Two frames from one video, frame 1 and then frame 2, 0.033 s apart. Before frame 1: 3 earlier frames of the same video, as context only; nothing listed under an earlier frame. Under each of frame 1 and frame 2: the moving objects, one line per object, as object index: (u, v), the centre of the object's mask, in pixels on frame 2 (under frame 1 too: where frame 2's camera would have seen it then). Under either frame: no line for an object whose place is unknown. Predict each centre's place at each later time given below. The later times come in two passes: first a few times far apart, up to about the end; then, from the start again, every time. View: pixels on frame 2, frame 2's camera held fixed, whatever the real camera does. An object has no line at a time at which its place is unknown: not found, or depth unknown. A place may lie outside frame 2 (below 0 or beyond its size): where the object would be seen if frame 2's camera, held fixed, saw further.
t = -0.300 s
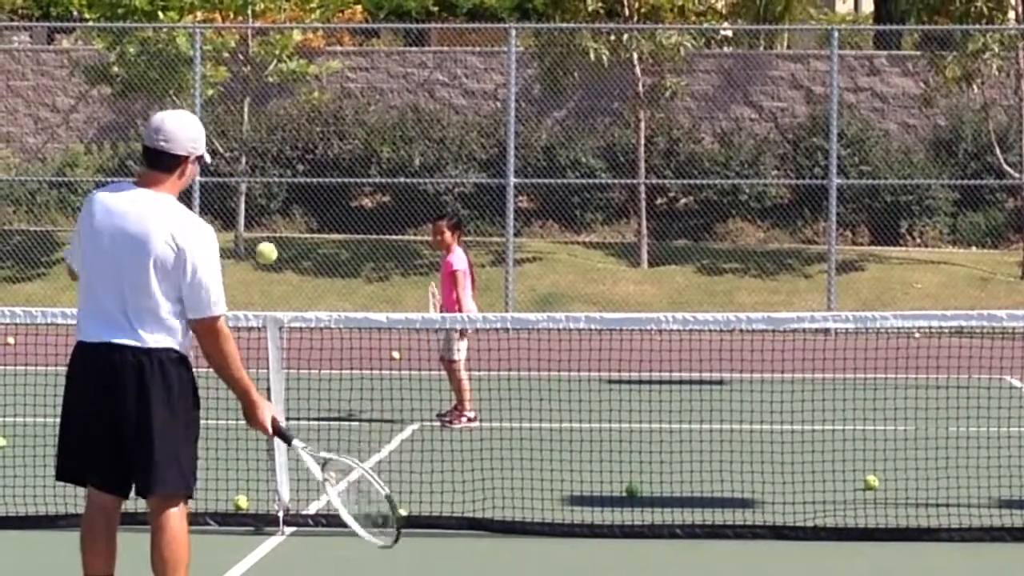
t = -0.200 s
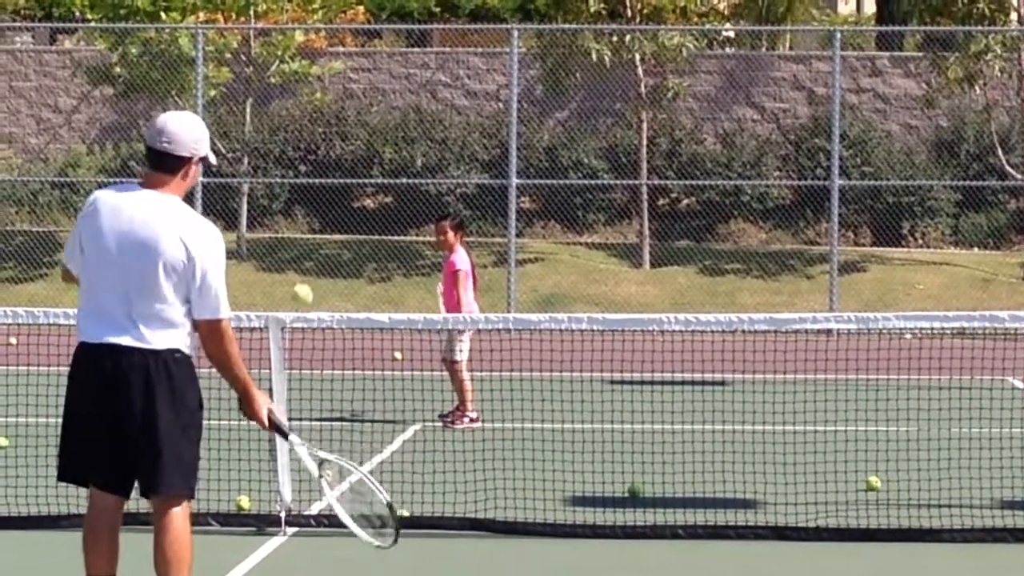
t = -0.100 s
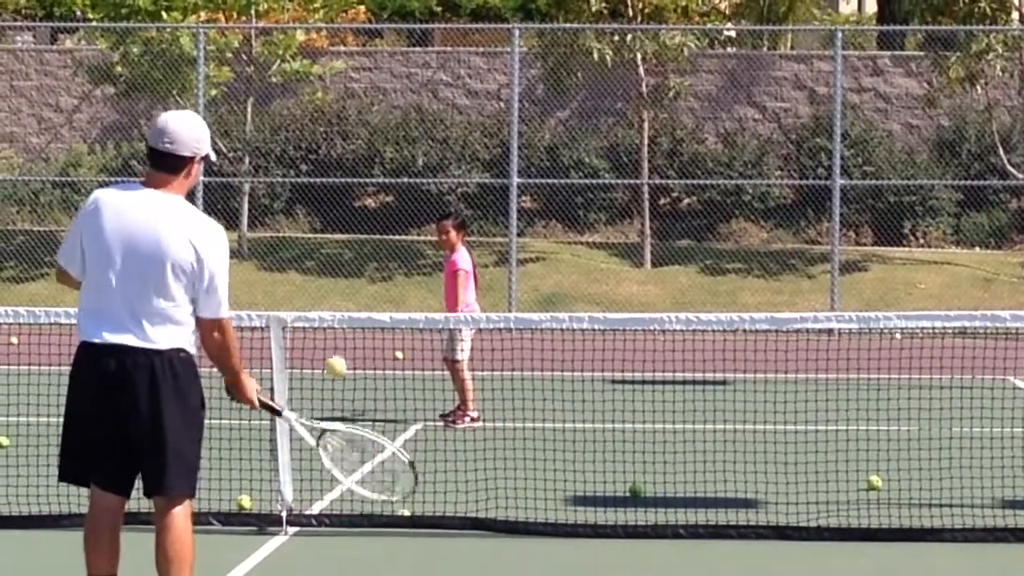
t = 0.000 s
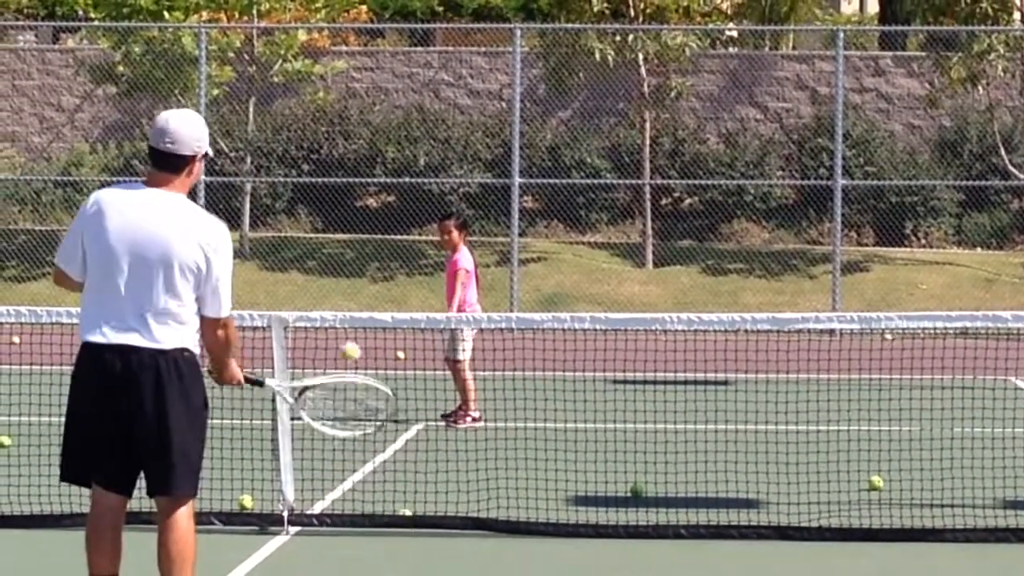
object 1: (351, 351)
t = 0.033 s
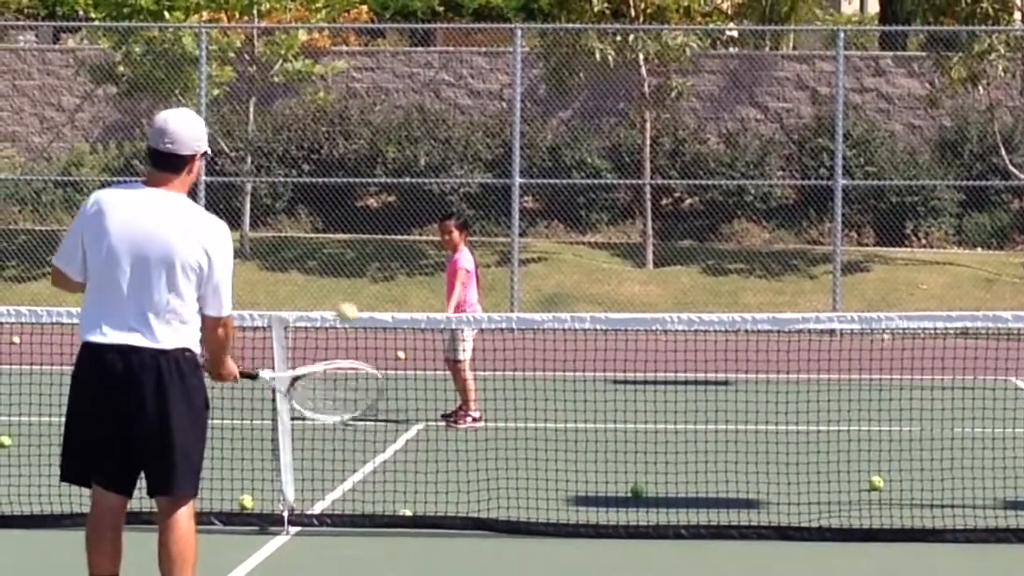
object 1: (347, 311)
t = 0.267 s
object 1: (327, 153)
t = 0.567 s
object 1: (310, 173)
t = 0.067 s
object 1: (345, 275)
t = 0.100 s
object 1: (341, 246)
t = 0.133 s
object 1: (338, 221)
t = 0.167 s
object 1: (335, 197)
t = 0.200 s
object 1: (333, 180)
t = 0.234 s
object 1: (330, 165)
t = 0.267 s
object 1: (327, 153)
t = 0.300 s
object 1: (325, 144)
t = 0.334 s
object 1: (323, 139)
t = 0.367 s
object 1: (321, 136)
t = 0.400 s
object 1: (319, 135)
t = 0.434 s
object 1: (318, 138)
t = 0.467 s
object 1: (316, 143)
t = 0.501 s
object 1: (314, 151)
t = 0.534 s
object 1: (311, 161)
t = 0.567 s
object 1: (310, 173)
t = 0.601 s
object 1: (309, 187)
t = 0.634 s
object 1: (308, 203)
